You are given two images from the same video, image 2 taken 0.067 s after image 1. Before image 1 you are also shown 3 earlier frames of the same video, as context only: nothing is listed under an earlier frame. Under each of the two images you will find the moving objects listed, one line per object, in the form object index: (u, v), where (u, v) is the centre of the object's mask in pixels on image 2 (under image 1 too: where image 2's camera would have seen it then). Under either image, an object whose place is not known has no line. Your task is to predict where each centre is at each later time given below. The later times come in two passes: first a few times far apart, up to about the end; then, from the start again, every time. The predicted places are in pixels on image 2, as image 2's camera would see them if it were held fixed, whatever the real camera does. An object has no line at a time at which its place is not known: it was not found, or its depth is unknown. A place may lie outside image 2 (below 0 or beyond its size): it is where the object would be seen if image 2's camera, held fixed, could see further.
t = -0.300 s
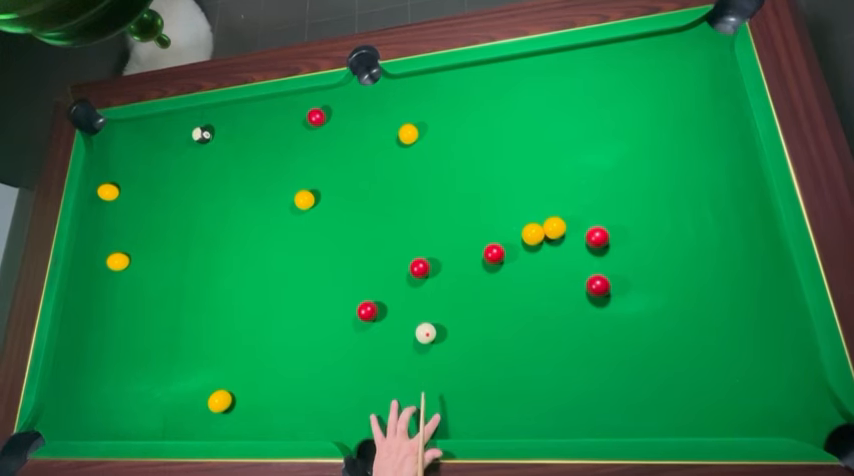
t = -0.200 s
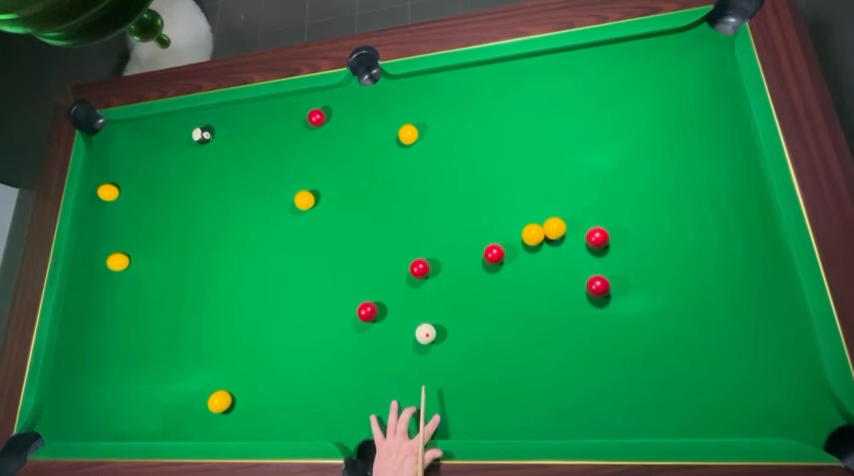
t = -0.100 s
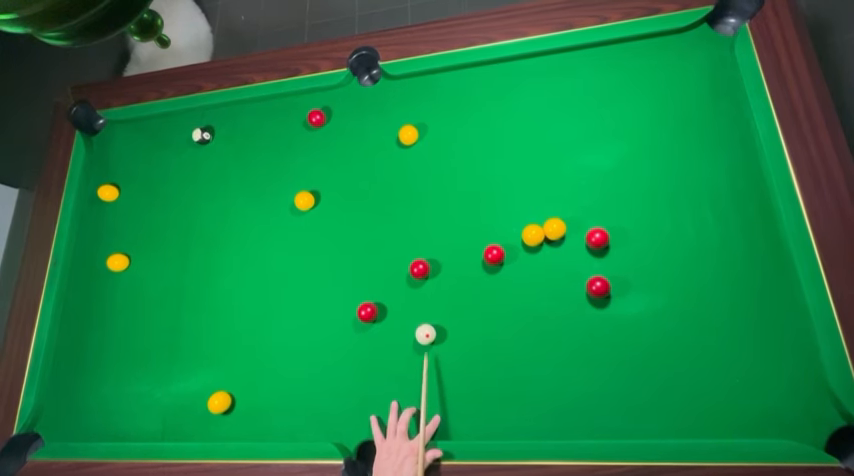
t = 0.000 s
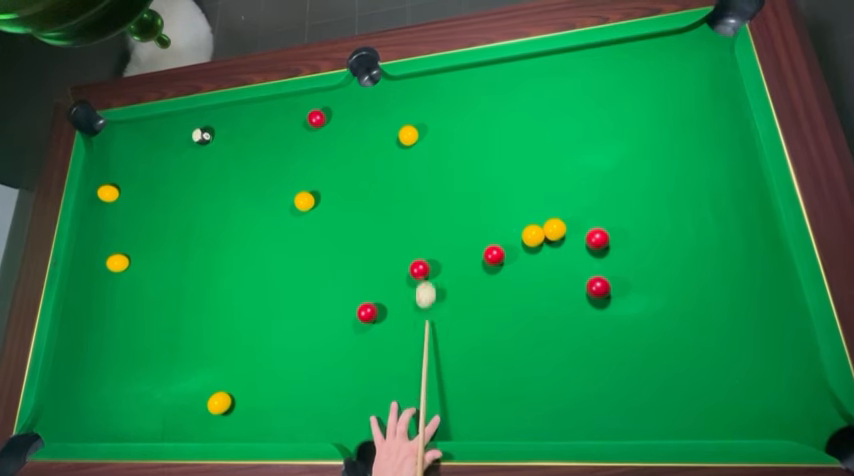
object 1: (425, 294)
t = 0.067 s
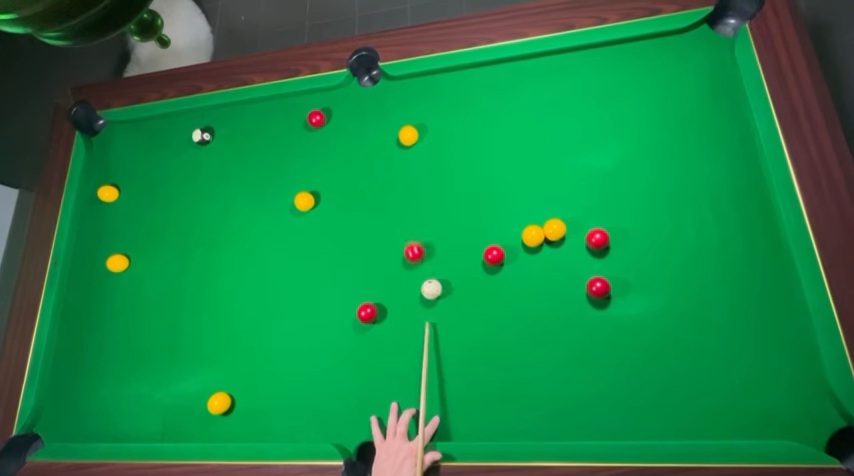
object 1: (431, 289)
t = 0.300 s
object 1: (453, 289)
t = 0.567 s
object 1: (474, 290)
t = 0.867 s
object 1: (493, 293)
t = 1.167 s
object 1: (506, 294)
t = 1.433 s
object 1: (513, 295)
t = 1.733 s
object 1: (515, 296)
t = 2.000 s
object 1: (515, 296)
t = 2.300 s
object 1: (515, 296)
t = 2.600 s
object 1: (515, 296)
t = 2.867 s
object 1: (515, 295)
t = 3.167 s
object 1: (515, 295)
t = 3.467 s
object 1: (515, 295)
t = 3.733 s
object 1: (515, 295)
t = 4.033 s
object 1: (515, 295)
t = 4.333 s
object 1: (515, 296)
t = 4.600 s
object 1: (515, 296)
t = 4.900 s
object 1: (515, 296)
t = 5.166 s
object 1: (515, 296)
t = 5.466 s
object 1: (515, 295)
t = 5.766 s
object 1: (515, 296)
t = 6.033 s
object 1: (515, 296)
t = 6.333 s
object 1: (515, 296)
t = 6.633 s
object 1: (515, 296)
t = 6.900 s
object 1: (515, 296)
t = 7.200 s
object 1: (515, 296)
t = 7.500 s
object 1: (515, 296)
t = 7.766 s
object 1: (515, 296)
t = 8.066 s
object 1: (515, 296)
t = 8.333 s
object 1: (515, 296)
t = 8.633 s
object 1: (515, 295)
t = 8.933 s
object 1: (515, 295)
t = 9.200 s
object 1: (515, 296)
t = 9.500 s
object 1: (515, 296)
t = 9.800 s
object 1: (515, 296)
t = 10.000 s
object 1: (515, 296)
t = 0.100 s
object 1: (435, 289)
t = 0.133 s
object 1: (438, 289)
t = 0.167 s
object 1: (441, 289)
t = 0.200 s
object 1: (444, 289)
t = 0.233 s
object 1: (447, 289)
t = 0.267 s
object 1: (450, 289)
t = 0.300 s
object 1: (453, 289)
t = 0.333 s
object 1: (456, 289)
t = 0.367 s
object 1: (458, 289)
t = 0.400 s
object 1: (461, 290)
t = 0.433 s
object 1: (464, 290)
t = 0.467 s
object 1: (466, 290)
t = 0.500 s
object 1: (469, 290)
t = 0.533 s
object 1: (472, 290)
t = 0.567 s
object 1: (474, 290)
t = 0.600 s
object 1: (477, 291)
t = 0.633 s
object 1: (479, 291)
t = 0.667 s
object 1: (481, 291)
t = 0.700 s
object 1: (483, 292)
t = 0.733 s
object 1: (485, 292)
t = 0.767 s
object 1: (487, 292)
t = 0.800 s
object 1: (489, 292)
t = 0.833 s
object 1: (491, 292)
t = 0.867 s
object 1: (493, 293)
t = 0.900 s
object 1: (495, 293)
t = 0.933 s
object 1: (497, 293)
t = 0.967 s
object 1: (498, 293)
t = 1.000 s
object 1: (500, 294)
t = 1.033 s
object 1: (501, 294)
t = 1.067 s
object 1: (502, 294)
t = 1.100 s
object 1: (504, 294)
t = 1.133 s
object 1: (505, 294)
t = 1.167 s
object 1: (506, 294)
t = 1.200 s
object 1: (507, 294)
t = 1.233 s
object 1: (508, 295)
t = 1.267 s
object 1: (509, 295)
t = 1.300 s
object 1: (510, 295)
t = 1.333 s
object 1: (511, 295)
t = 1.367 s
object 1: (512, 295)
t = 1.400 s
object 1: (512, 295)
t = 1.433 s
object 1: (513, 295)
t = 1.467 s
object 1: (514, 295)
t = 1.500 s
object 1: (514, 295)
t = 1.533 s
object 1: (515, 296)
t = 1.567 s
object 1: (515, 295)
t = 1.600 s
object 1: (515, 296)
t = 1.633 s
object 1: (515, 295)
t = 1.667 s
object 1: (515, 296)
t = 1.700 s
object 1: (515, 295)
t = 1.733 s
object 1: (515, 296)
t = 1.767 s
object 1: (515, 295)
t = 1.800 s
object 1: (515, 295)
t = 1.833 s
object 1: (515, 296)
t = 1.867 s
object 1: (515, 295)
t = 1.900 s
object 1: (515, 296)
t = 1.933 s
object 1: (515, 295)
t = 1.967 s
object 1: (515, 295)
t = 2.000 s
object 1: (515, 296)
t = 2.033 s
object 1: (515, 296)
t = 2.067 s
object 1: (515, 295)
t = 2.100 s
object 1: (515, 296)
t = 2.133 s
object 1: (515, 296)
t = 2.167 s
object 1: (515, 295)
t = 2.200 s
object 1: (515, 295)
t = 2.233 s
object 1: (515, 296)
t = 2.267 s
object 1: (515, 296)
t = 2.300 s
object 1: (515, 296)
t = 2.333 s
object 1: (515, 295)
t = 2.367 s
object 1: (515, 296)
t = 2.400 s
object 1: (515, 296)
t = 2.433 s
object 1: (515, 296)
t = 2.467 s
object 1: (515, 296)
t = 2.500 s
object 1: (515, 296)
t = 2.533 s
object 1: (515, 296)
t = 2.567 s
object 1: (515, 296)
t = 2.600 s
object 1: (515, 296)
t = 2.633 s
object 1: (515, 295)
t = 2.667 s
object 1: (515, 295)
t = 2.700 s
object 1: (515, 295)
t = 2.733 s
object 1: (515, 295)
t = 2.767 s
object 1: (515, 295)
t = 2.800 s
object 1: (515, 295)
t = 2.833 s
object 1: (515, 295)
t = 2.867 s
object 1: (515, 295)
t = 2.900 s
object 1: (515, 295)
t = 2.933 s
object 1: (515, 295)
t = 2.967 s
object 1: (515, 295)
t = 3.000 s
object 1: (515, 295)
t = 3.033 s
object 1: (515, 295)
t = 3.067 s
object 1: (515, 295)
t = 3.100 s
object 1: (515, 295)
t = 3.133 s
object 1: (515, 295)
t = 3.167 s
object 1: (515, 295)
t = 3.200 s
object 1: (515, 295)
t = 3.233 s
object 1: (515, 295)
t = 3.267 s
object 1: (515, 296)
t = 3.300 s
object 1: (515, 296)
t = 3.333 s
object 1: (515, 296)
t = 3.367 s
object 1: (515, 296)
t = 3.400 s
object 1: (515, 296)
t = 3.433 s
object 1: (515, 295)
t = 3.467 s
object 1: (515, 295)
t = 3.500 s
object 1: (515, 295)
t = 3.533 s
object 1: (515, 296)
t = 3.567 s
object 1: (515, 296)
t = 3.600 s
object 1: (515, 296)
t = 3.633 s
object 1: (515, 296)
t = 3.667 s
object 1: (515, 296)
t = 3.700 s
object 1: (515, 296)
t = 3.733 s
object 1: (515, 295)
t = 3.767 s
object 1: (515, 296)
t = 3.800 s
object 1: (515, 296)
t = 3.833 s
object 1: (515, 296)
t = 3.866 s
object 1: (515, 296)
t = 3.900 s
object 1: (515, 296)
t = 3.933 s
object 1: (515, 296)
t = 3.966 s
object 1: (515, 296)
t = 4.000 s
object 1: (515, 295)
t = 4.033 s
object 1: (515, 295)
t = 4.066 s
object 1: (515, 295)
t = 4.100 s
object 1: (515, 296)
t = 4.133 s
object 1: (515, 296)
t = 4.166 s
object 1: (515, 296)
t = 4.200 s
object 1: (515, 295)
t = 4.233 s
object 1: (515, 295)
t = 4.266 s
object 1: (515, 296)
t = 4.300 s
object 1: (515, 295)
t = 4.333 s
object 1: (515, 296)
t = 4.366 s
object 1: (515, 295)
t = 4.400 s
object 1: (515, 295)
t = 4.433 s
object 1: (515, 295)
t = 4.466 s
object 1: (515, 295)
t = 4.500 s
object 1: (515, 295)
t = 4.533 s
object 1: (515, 296)
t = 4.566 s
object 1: (515, 296)
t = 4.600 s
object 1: (515, 296)
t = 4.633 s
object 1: (515, 296)
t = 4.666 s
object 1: (515, 296)
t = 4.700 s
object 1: (515, 296)
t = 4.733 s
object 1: (515, 296)
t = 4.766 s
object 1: (515, 296)
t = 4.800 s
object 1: (515, 296)
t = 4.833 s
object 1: (515, 296)
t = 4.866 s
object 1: (515, 296)
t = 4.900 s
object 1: (515, 296)
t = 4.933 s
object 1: (515, 296)
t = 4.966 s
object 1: (515, 296)
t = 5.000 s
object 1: (515, 296)
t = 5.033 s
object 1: (515, 296)
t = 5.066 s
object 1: (515, 296)
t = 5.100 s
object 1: (515, 296)
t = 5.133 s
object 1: (515, 296)
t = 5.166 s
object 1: (515, 296)
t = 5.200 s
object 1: (515, 296)
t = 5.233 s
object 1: (515, 296)
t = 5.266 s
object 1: (515, 296)
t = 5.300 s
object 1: (515, 296)
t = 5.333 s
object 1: (515, 296)
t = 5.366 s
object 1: (515, 296)
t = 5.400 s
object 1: (515, 296)
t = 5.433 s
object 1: (515, 296)
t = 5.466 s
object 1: (515, 295)
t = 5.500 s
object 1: (515, 295)
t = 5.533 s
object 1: (515, 296)
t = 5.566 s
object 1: (515, 296)
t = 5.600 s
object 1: (515, 296)
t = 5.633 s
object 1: (515, 295)
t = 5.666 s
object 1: (515, 296)
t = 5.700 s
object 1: (515, 296)
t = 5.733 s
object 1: (515, 296)
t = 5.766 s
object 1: (515, 296)
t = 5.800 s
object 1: (515, 295)
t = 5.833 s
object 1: (515, 296)
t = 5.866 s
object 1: (515, 296)
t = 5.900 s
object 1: (515, 296)
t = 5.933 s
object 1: (515, 296)
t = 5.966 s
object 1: (515, 296)
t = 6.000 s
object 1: (515, 296)
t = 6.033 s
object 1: (515, 296)
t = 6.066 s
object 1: (515, 296)
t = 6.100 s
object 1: (515, 296)
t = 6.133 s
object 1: (515, 296)
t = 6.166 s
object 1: (515, 296)
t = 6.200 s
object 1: (515, 296)
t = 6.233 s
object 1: (515, 296)
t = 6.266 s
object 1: (515, 296)
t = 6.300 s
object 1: (515, 296)
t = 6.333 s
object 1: (515, 296)
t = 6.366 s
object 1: (515, 296)
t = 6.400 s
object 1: (515, 296)
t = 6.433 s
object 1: (515, 296)
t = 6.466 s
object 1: (515, 296)
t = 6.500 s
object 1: (515, 296)
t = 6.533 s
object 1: (515, 296)
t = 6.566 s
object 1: (515, 296)
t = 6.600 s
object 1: (515, 296)
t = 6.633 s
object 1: (515, 296)
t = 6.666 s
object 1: (515, 296)
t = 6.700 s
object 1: (515, 296)
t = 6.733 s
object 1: (515, 296)
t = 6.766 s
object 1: (515, 296)
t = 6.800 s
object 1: (515, 296)
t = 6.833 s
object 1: (515, 296)
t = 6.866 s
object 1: (515, 296)
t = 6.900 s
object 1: (515, 296)
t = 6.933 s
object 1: (515, 296)
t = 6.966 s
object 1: (515, 296)
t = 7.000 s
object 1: (515, 296)
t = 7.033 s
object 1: (515, 296)
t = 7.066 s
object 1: (515, 295)
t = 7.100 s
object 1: (515, 296)
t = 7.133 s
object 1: (515, 296)
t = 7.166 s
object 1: (515, 296)
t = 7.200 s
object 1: (515, 296)
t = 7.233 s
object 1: (515, 296)
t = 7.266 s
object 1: (515, 295)
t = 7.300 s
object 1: (515, 295)
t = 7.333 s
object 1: (515, 295)
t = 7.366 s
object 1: (515, 296)
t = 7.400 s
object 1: (515, 296)
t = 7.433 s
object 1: (515, 296)
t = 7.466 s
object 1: (515, 296)
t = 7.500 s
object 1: (515, 296)
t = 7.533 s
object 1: (515, 296)
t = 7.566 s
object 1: (515, 296)
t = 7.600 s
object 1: (515, 296)
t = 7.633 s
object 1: (515, 296)
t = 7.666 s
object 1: (515, 296)
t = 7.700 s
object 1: (515, 296)
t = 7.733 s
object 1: (515, 296)
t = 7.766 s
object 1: (515, 296)
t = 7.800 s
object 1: (515, 296)
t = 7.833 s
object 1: (515, 296)
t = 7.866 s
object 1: (515, 296)
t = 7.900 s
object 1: (515, 296)
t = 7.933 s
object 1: (515, 296)
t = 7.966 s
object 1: (515, 296)
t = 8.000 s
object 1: (515, 296)
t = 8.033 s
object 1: (515, 296)
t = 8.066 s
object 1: (515, 296)
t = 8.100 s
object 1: (515, 296)
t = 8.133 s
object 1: (515, 296)
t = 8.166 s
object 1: (515, 296)
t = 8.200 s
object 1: (515, 296)
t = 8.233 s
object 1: (515, 296)
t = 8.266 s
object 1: (515, 296)
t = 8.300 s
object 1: (515, 296)
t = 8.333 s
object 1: (515, 296)
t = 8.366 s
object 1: (515, 296)
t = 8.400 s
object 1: (515, 296)
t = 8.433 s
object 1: (515, 296)
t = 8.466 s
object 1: (515, 296)
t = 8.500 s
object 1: (515, 295)
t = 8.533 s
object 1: (515, 295)
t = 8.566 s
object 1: (515, 296)
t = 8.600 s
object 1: (515, 296)
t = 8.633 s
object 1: (515, 295)
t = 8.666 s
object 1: (515, 296)
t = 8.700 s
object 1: (515, 296)
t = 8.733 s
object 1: (515, 296)
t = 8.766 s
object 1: (515, 296)
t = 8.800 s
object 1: (515, 295)
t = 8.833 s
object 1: (515, 296)
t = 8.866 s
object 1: (515, 295)
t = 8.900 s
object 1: (515, 295)
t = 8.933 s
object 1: (515, 295)
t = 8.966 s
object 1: (515, 295)
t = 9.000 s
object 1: (515, 295)
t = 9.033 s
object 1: (515, 296)
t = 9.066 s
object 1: (515, 296)
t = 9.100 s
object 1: (515, 296)
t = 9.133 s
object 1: (515, 296)
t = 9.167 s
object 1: (515, 296)
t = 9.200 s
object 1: (515, 296)
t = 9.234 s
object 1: (515, 296)
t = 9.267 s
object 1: (515, 296)
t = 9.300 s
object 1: (514, 296)
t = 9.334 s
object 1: (515, 296)
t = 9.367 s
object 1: (515, 296)
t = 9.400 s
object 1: (515, 296)
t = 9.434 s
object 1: (515, 296)
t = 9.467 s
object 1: (515, 296)
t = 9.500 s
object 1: (515, 296)
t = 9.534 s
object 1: (515, 296)
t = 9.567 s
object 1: (515, 296)
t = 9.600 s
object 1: (515, 296)
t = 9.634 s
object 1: (515, 296)
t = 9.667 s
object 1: (515, 296)
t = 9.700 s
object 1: (515, 296)
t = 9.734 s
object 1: (515, 296)
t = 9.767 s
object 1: (515, 296)
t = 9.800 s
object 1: (515, 296)
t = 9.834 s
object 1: (515, 296)
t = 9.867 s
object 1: (515, 296)
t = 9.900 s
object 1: (515, 296)
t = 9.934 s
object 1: (515, 296)
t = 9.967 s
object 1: (515, 296)
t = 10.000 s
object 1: (515, 296)
